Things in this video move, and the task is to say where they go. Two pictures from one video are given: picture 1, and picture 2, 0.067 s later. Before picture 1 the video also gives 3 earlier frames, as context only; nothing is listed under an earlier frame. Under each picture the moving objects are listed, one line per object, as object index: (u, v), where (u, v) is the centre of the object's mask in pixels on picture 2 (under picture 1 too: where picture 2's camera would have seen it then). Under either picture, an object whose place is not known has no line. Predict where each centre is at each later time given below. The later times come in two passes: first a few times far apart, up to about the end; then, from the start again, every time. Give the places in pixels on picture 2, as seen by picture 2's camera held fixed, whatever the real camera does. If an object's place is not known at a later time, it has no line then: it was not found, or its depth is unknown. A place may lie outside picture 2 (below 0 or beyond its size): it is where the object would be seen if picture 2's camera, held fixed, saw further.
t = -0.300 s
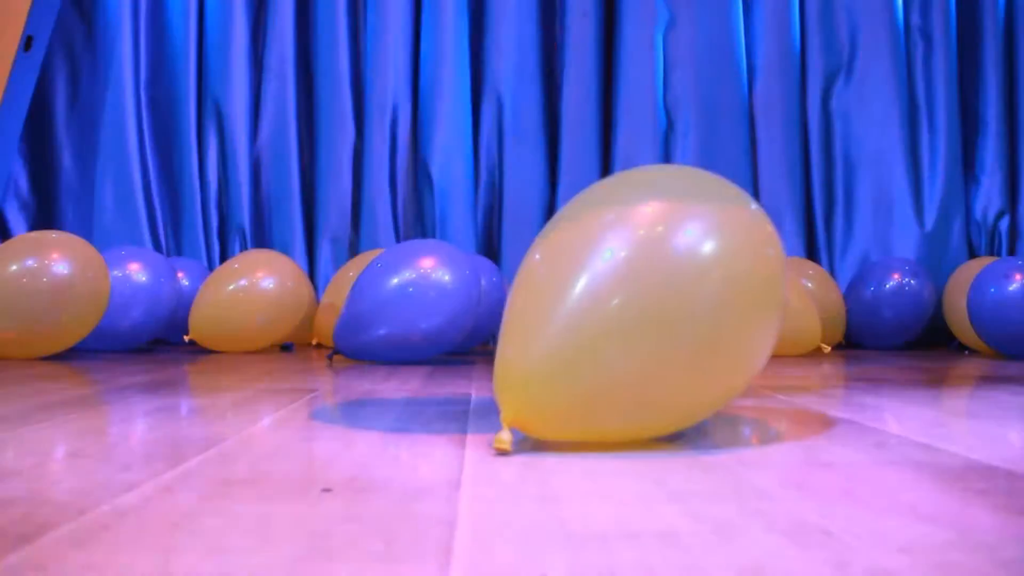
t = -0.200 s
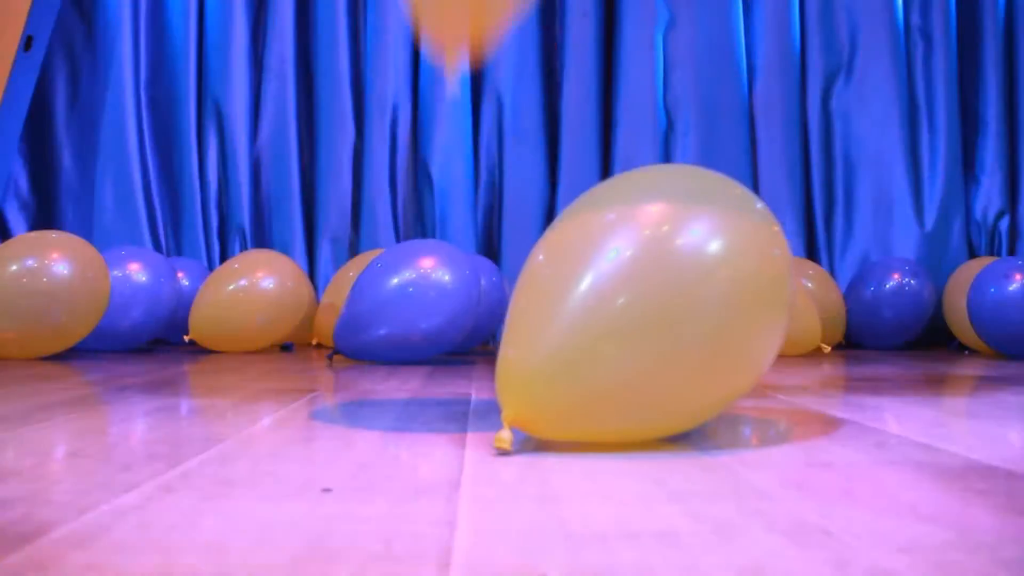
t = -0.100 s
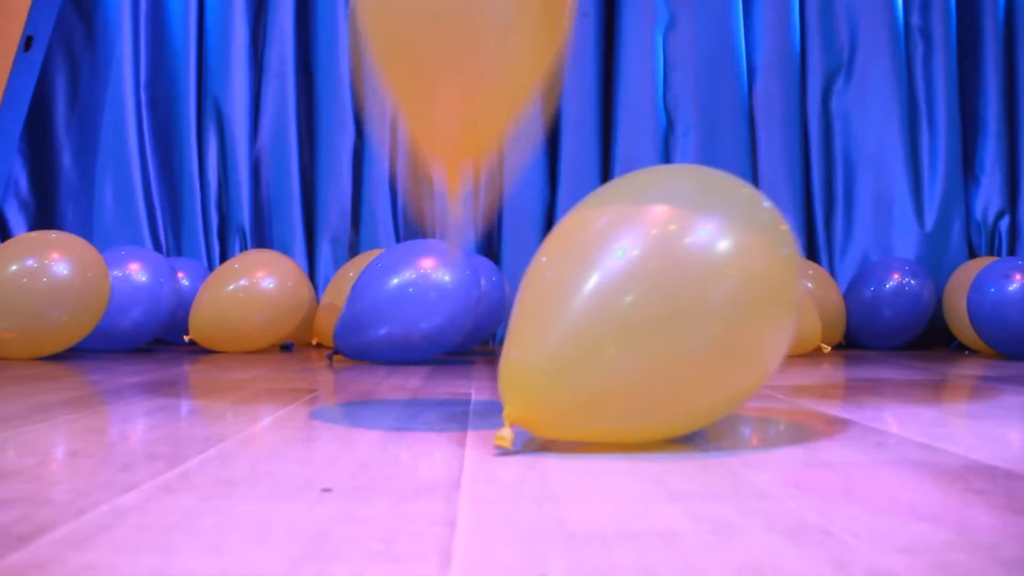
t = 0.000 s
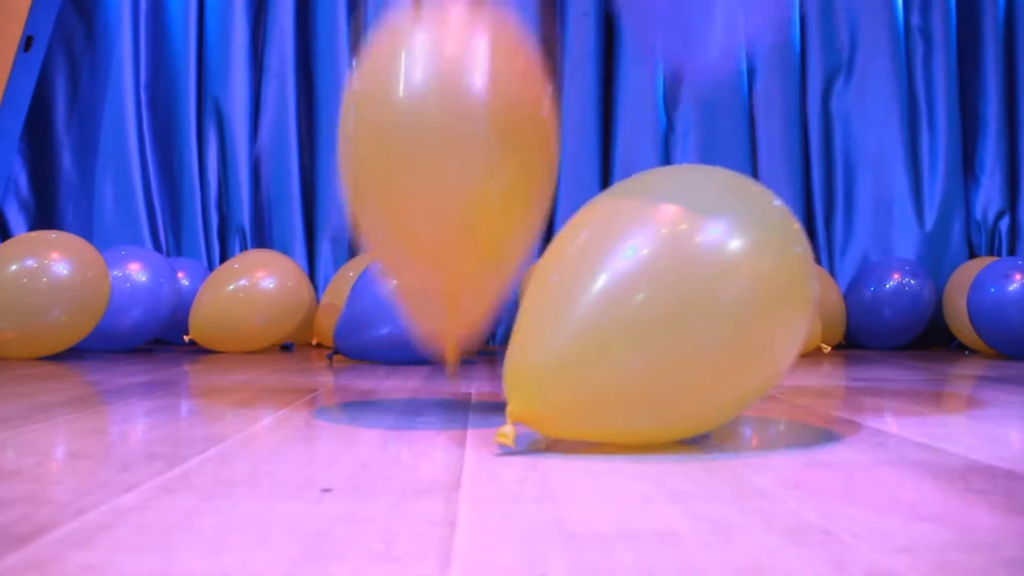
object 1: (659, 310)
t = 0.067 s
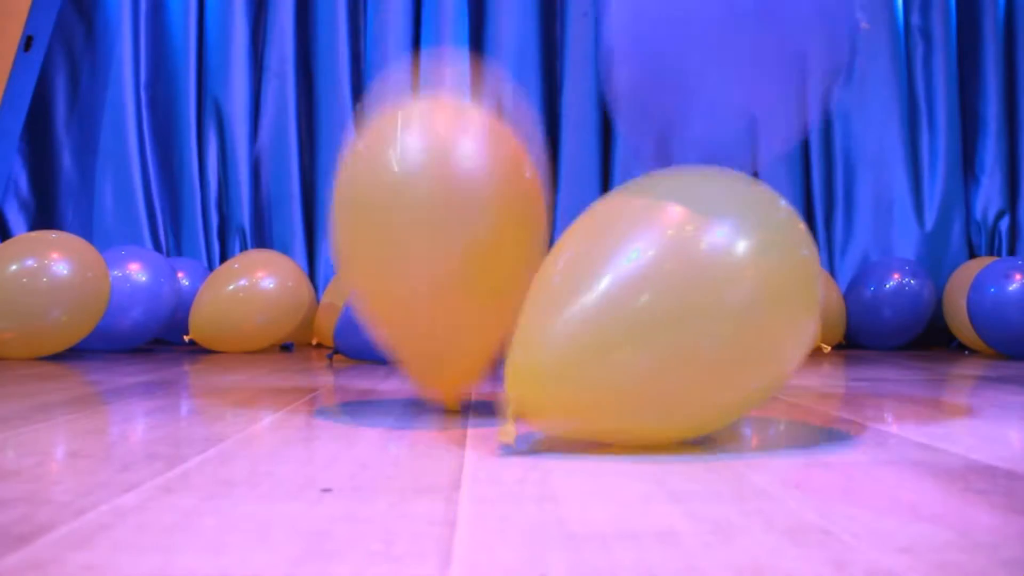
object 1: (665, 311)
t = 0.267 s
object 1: (683, 276)
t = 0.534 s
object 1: (696, 270)
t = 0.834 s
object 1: (701, 304)
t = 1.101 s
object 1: (687, 298)
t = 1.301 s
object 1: (680, 302)
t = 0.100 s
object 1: (667, 305)
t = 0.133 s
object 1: (671, 297)
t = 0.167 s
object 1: (675, 288)
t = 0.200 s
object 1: (680, 281)
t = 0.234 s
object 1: (683, 278)
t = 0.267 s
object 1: (683, 276)
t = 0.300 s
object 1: (687, 278)
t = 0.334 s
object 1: (690, 281)
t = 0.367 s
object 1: (693, 280)
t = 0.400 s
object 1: (693, 273)
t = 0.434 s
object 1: (694, 269)
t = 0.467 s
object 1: (694, 268)
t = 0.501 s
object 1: (695, 268)
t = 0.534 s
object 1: (696, 270)
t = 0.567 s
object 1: (697, 274)
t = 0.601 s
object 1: (699, 281)
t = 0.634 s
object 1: (700, 289)
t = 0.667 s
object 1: (700, 290)
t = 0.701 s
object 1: (701, 293)
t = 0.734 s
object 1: (701, 293)
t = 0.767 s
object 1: (701, 296)
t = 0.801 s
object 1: (702, 300)
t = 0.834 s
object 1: (701, 304)
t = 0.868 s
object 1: (701, 309)
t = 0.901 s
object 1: (700, 308)
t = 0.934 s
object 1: (698, 303)
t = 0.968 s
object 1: (695, 299)
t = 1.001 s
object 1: (693, 297)
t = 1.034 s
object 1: (690, 298)
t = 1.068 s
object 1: (688, 299)
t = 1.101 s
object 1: (687, 298)
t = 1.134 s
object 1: (686, 297)
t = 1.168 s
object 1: (684, 298)
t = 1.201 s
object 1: (682, 301)
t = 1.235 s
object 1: (681, 305)
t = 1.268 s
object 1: (680, 304)
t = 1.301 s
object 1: (680, 302)
